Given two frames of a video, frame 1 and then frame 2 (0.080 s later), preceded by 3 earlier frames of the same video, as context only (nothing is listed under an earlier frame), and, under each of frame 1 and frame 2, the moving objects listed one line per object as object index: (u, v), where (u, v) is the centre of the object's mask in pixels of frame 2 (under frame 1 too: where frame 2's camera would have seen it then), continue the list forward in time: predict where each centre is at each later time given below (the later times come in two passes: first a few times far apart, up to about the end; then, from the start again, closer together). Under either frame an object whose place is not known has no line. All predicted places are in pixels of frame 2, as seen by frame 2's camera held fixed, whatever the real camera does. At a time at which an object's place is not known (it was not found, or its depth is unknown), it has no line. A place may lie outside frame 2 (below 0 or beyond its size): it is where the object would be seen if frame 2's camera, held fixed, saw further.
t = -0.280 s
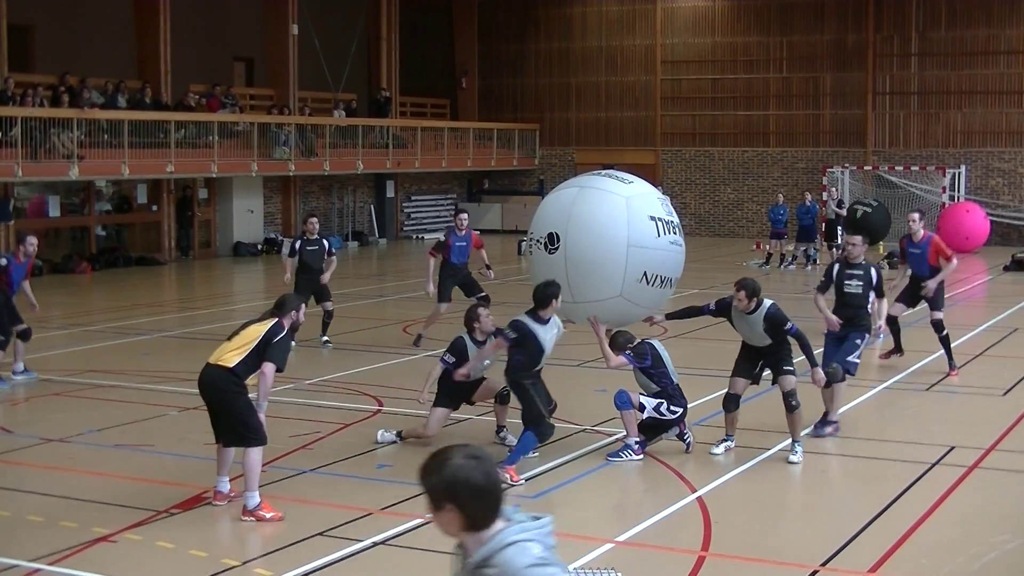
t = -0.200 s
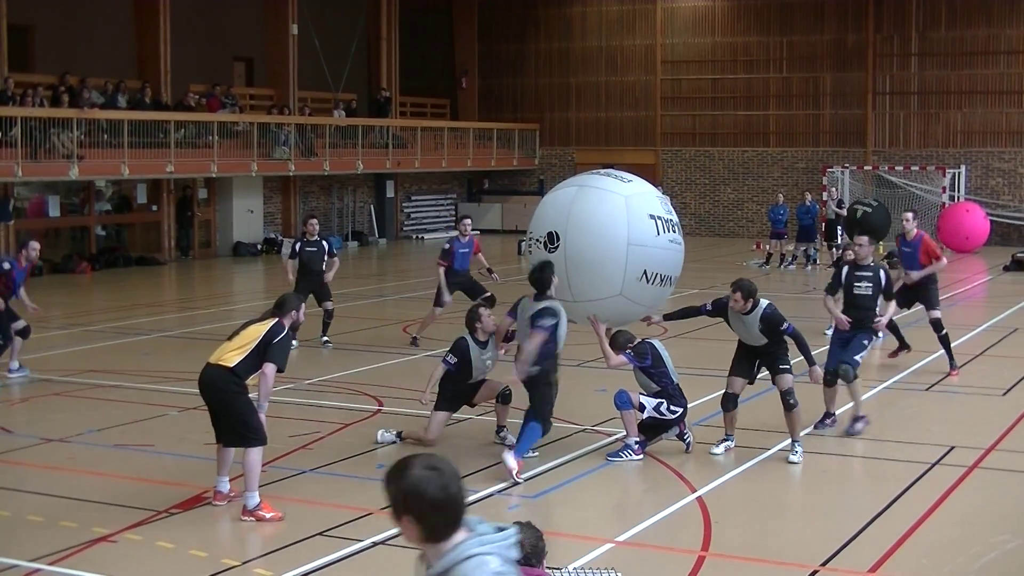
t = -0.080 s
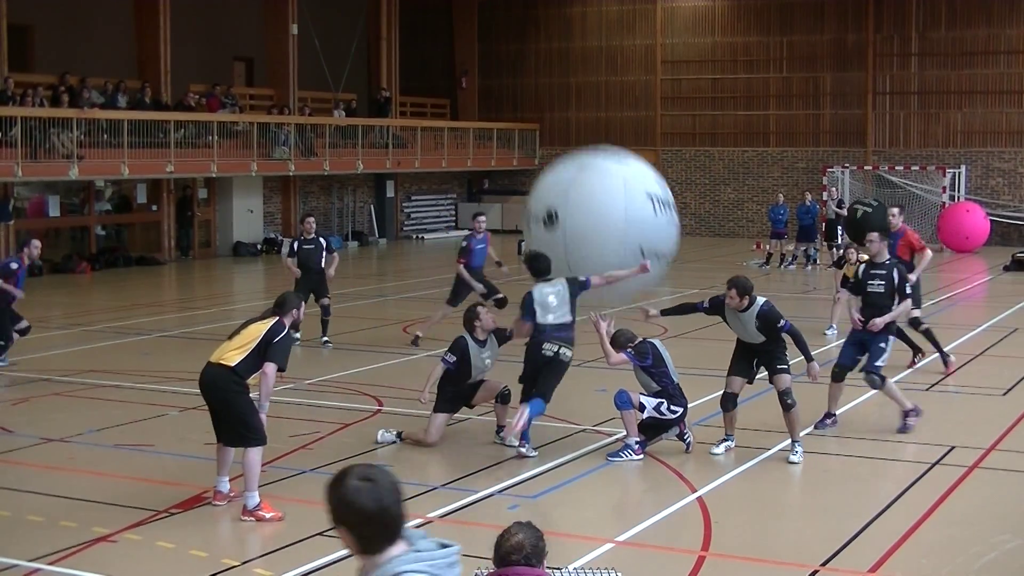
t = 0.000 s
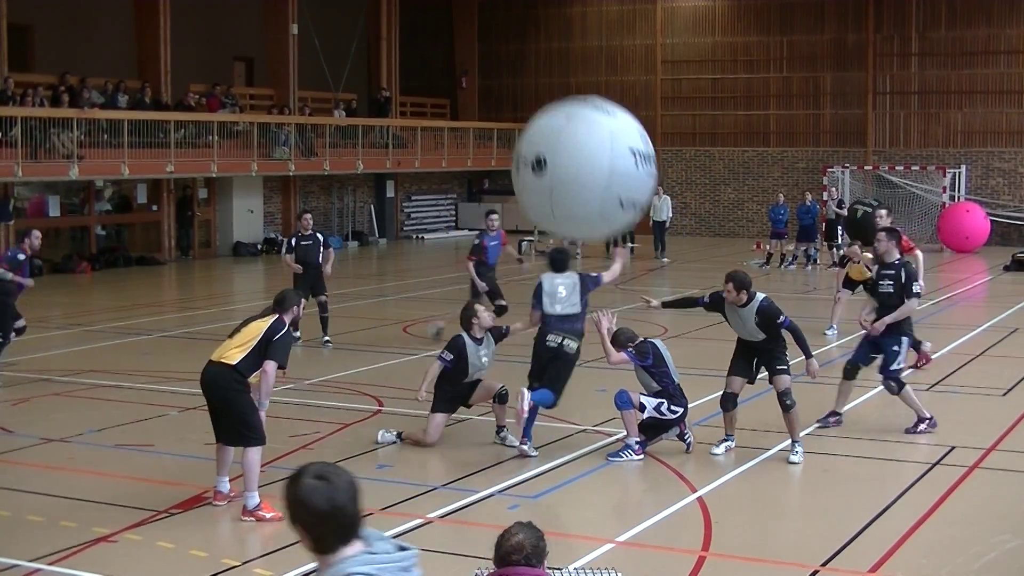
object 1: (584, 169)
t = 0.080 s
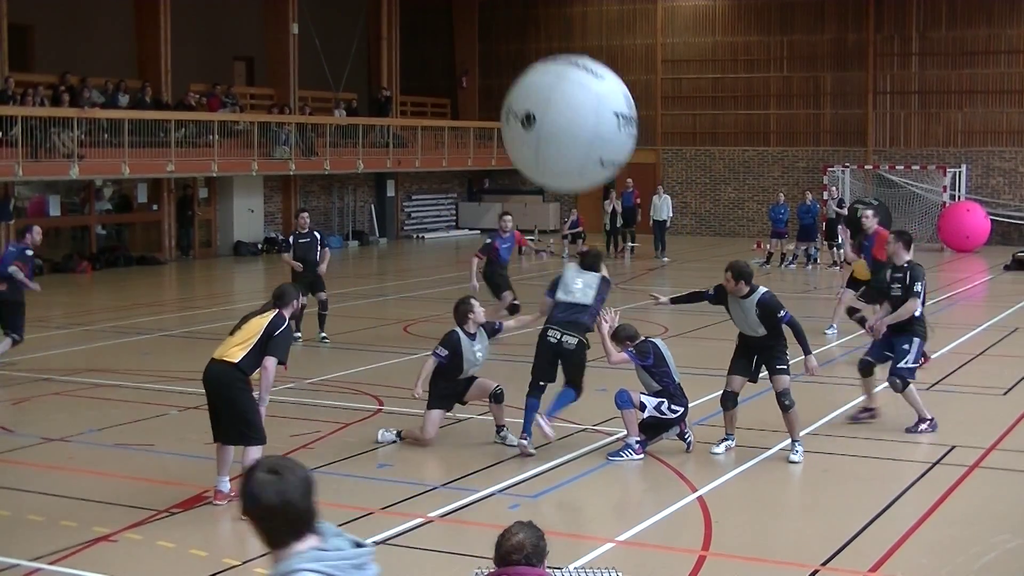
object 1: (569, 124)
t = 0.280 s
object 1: (533, 52)
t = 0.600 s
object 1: (454, 33)
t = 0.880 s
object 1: (392, 41)
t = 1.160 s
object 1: (341, 72)
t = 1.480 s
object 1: (294, 124)
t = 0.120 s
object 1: (562, 104)
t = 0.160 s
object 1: (555, 88)
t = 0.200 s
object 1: (548, 73)
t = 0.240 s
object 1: (540, 61)
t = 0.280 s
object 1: (533, 52)
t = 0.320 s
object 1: (525, 46)
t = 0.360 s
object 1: (516, 42)
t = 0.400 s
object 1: (507, 38)
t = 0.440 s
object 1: (496, 36)
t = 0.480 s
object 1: (486, 34)
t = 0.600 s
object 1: (454, 33)
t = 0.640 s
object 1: (445, 33)
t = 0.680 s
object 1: (435, 33)
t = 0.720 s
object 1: (426, 34)
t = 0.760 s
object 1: (417, 35)
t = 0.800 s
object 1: (408, 37)
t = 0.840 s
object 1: (400, 39)
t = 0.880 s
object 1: (392, 41)
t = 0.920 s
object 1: (384, 43)
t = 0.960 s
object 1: (377, 46)
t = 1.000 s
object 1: (369, 51)
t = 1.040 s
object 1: (362, 56)
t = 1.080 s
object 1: (354, 61)
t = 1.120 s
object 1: (347, 66)
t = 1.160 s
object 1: (341, 72)
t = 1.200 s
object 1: (335, 77)
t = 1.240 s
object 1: (328, 83)
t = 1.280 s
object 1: (322, 90)
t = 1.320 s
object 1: (315, 97)
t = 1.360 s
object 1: (310, 103)
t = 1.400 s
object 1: (304, 110)
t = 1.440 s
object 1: (299, 117)
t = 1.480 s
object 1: (294, 124)
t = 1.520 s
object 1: (287, 132)
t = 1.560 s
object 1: (282, 139)
